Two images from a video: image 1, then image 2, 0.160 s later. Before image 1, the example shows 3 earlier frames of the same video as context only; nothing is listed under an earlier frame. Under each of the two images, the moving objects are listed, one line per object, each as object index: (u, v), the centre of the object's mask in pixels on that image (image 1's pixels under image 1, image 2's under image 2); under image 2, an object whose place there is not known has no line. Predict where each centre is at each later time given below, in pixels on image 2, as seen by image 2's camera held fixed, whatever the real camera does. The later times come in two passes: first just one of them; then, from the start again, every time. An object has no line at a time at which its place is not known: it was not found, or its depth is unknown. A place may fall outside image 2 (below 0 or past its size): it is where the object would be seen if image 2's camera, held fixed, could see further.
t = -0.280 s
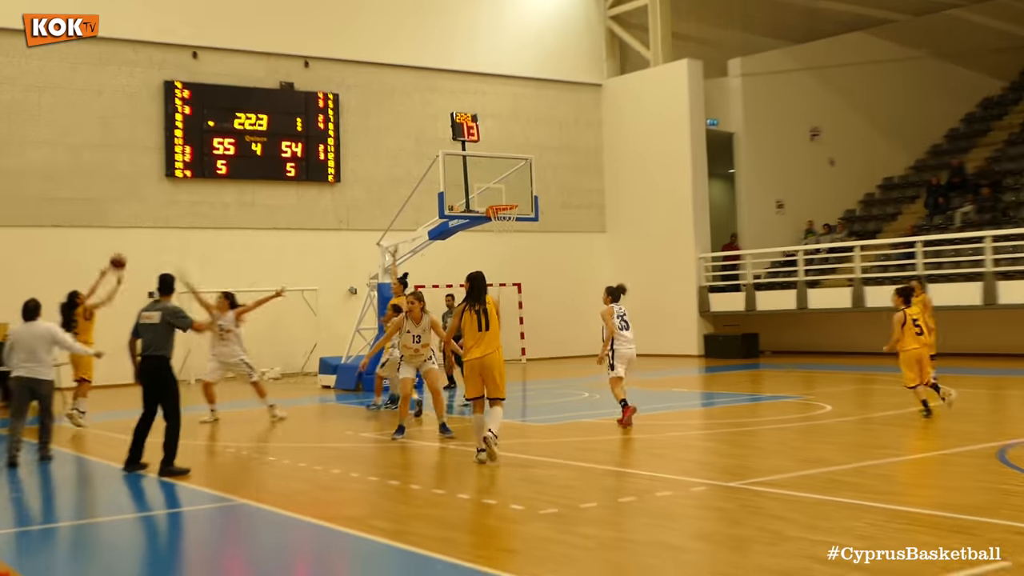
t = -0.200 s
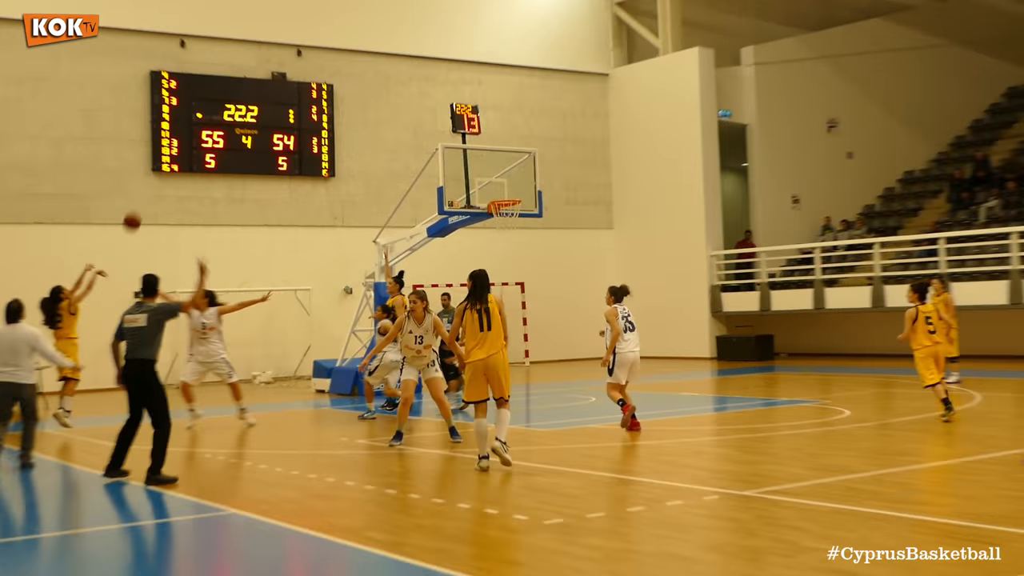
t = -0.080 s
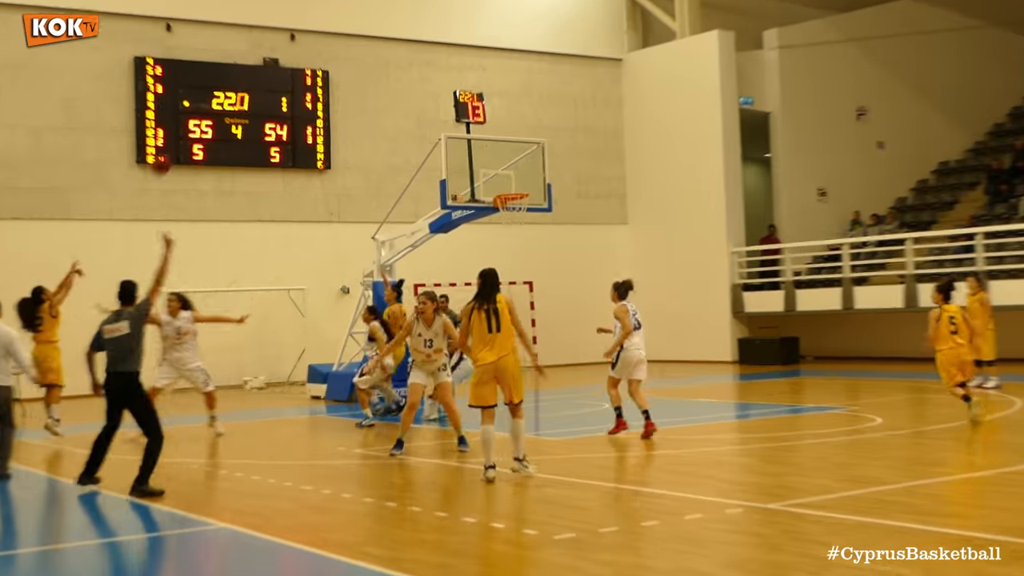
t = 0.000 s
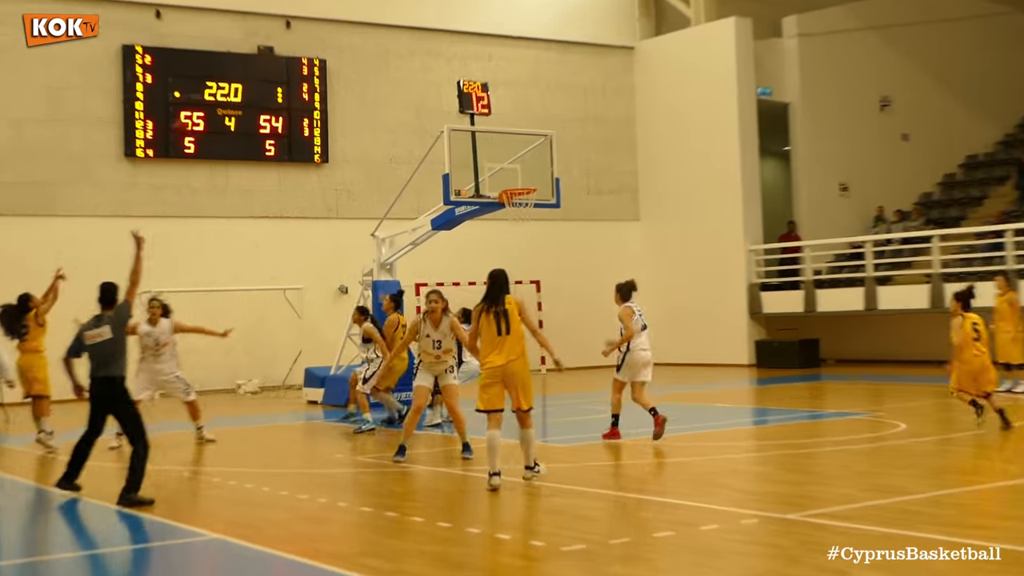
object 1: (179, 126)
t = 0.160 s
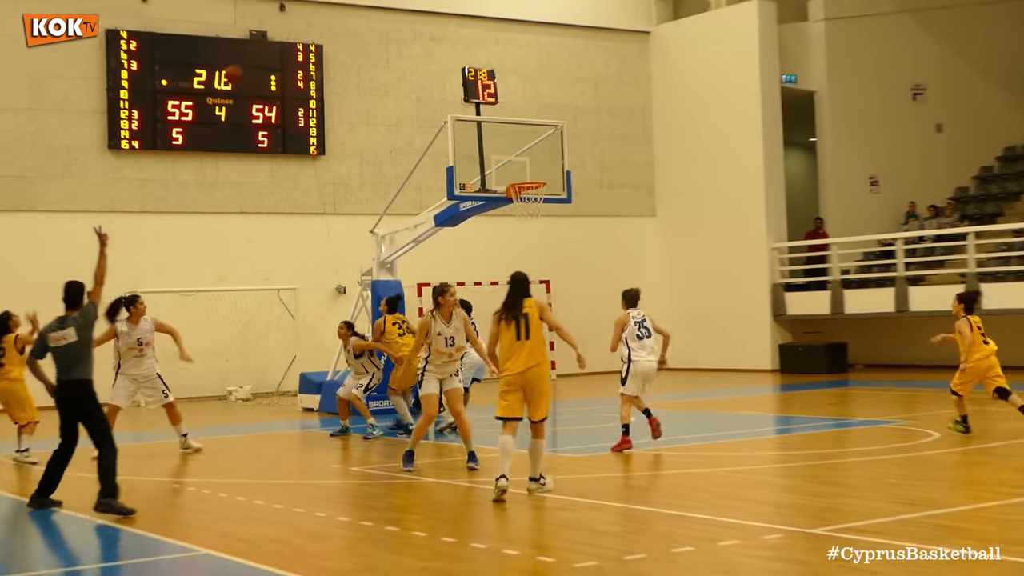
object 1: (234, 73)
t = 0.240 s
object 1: (263, 61)
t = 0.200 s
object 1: (247, 68)
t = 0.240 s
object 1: (263, 61)
